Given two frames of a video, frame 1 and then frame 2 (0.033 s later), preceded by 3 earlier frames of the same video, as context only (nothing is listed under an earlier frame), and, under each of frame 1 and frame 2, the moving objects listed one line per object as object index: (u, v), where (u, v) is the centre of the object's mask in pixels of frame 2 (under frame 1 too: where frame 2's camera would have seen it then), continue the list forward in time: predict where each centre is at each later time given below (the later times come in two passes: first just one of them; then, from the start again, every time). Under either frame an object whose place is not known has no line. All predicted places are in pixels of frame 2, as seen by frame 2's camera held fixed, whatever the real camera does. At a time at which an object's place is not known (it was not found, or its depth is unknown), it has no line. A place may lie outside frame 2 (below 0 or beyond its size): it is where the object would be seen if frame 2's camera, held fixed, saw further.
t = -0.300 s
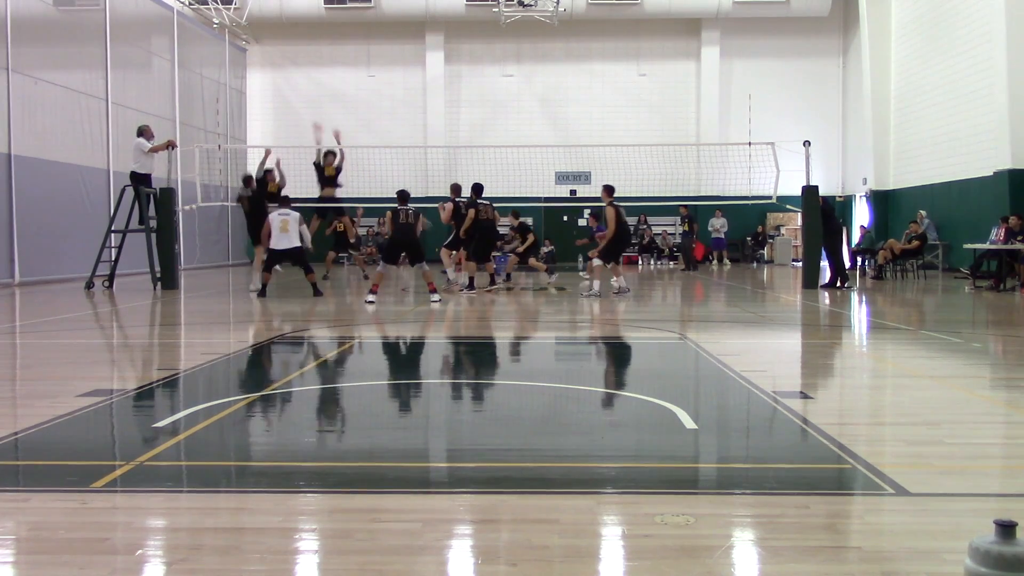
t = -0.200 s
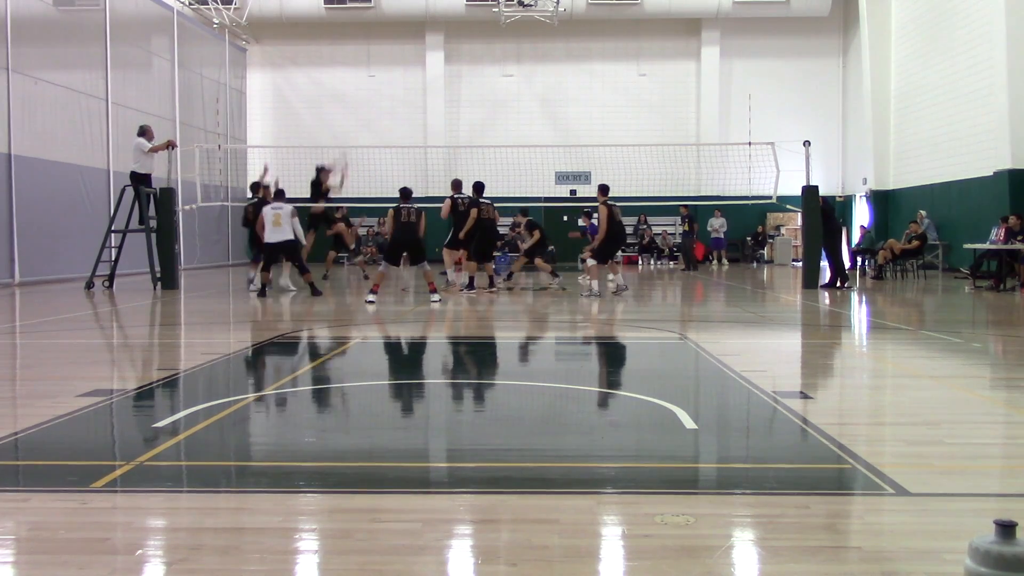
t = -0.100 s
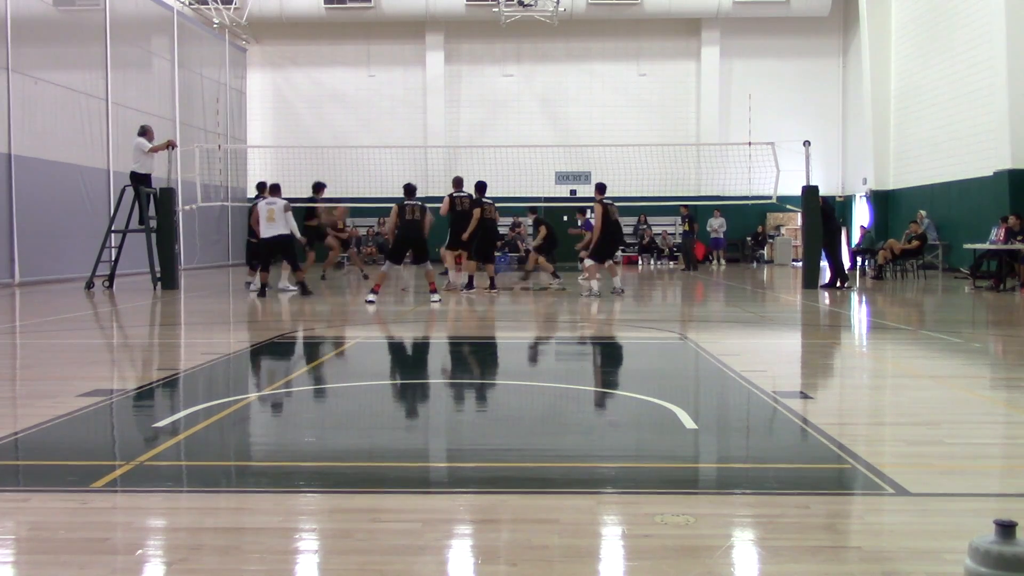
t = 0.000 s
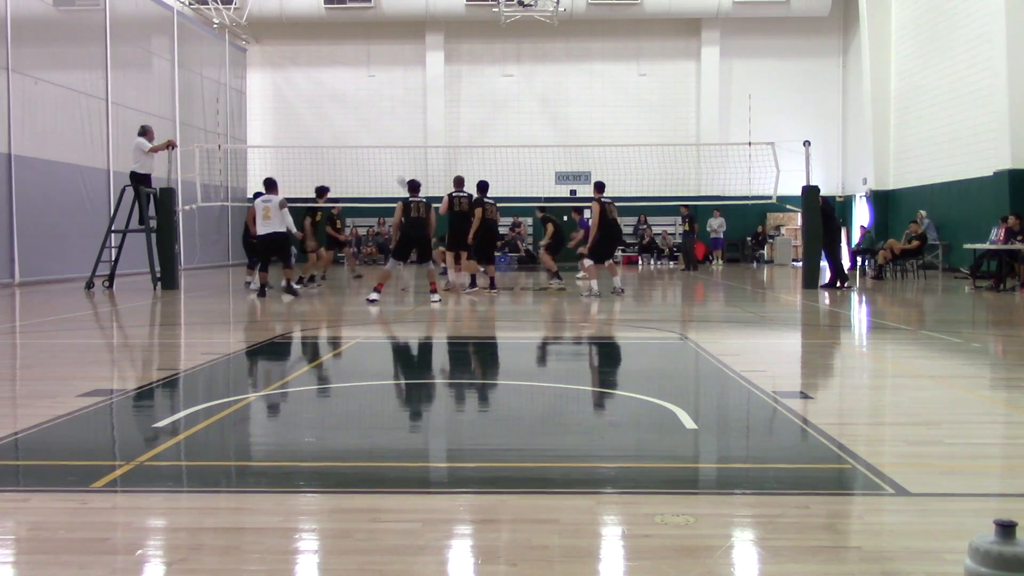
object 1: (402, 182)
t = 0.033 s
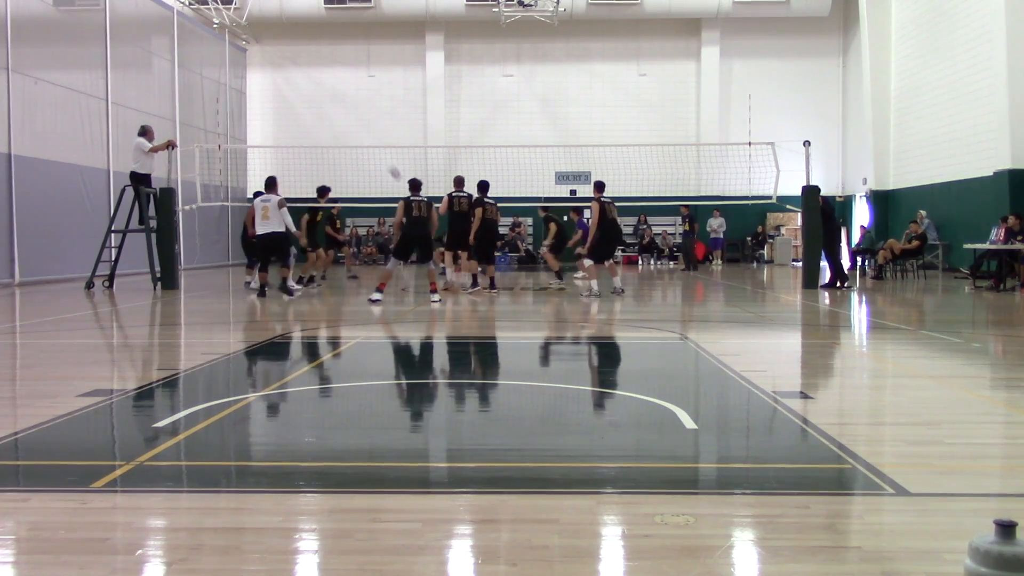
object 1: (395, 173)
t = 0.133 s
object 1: (370, 145)
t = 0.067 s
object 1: (386, 163)
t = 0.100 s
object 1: (378, 154)
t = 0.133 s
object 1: (370, 145)
